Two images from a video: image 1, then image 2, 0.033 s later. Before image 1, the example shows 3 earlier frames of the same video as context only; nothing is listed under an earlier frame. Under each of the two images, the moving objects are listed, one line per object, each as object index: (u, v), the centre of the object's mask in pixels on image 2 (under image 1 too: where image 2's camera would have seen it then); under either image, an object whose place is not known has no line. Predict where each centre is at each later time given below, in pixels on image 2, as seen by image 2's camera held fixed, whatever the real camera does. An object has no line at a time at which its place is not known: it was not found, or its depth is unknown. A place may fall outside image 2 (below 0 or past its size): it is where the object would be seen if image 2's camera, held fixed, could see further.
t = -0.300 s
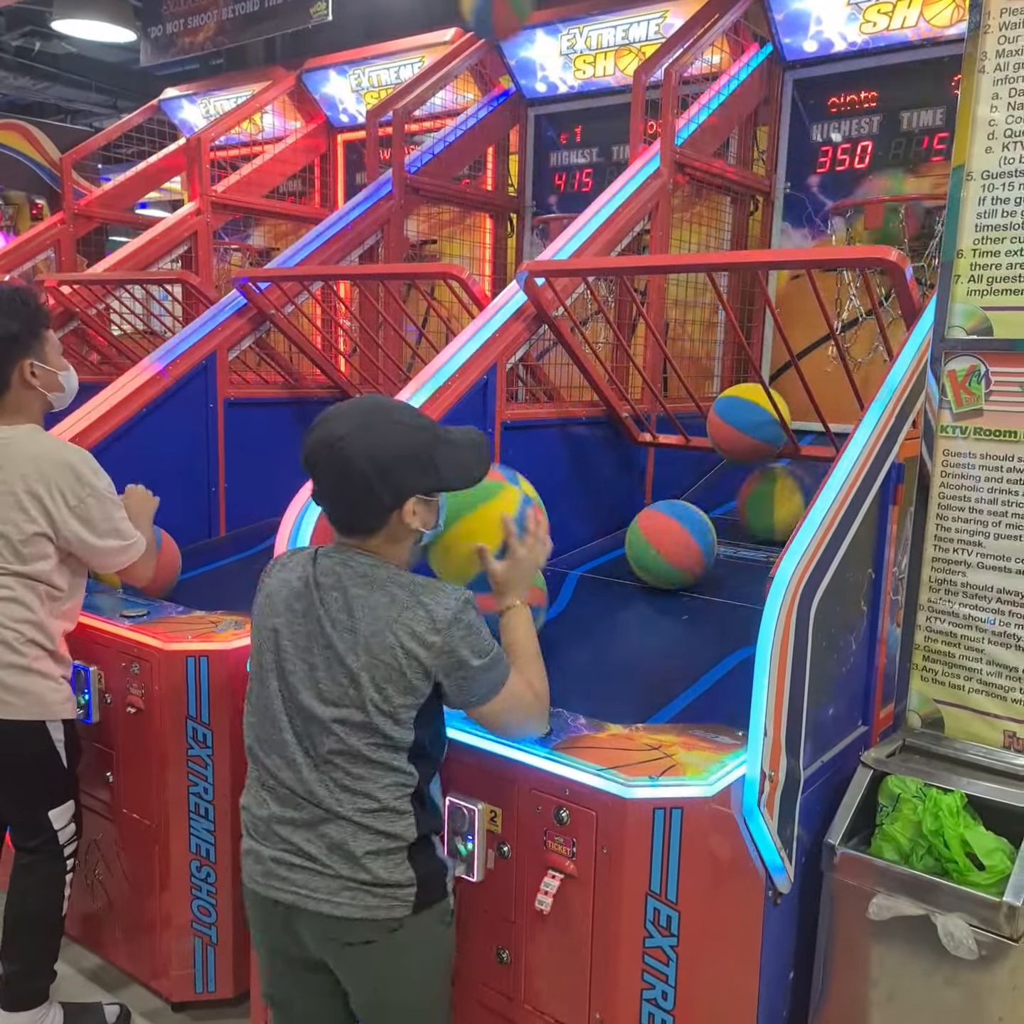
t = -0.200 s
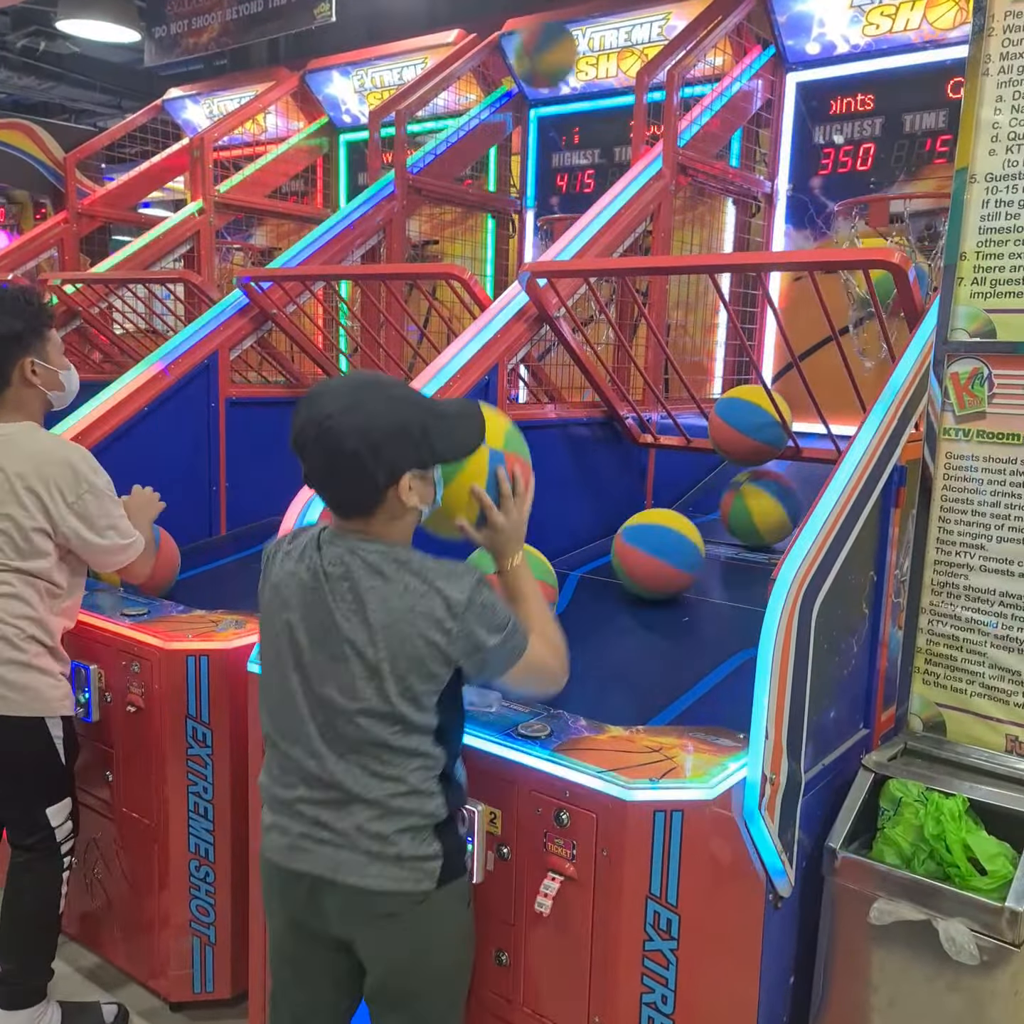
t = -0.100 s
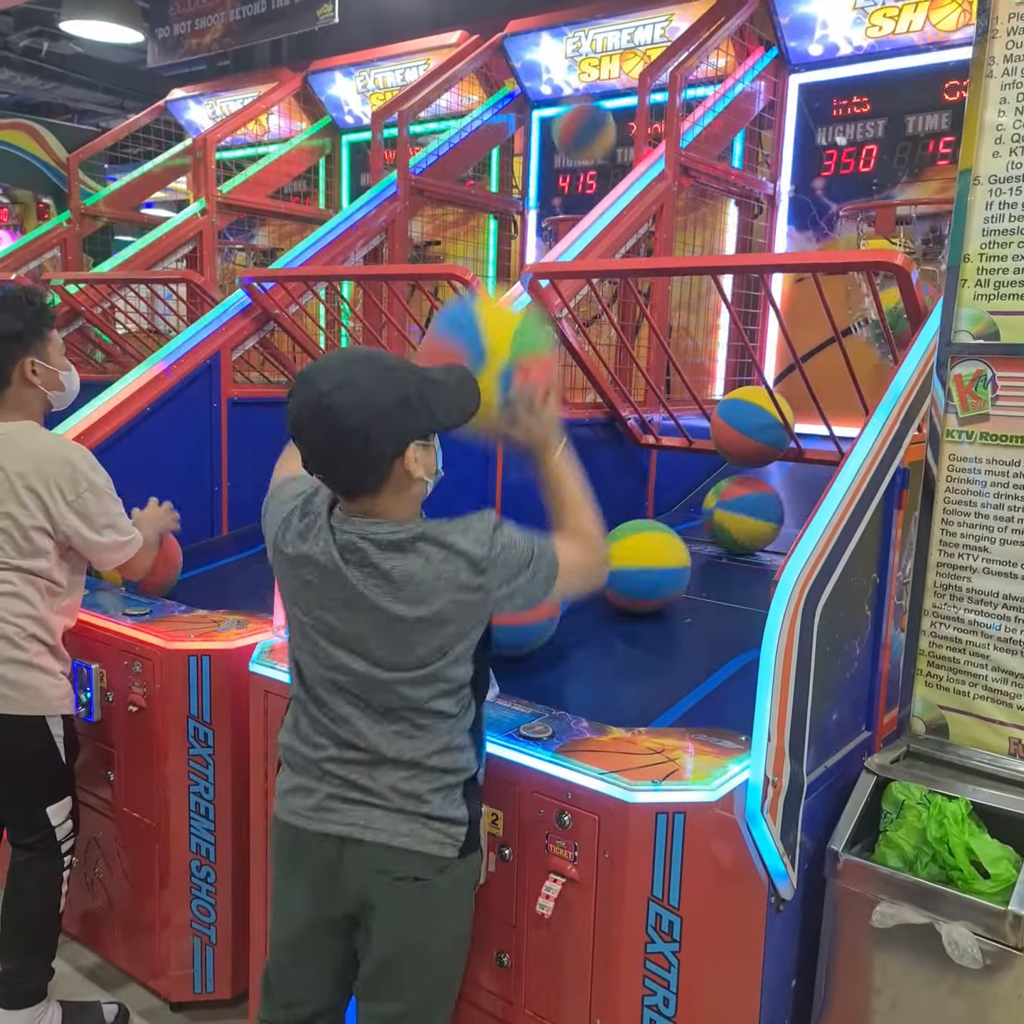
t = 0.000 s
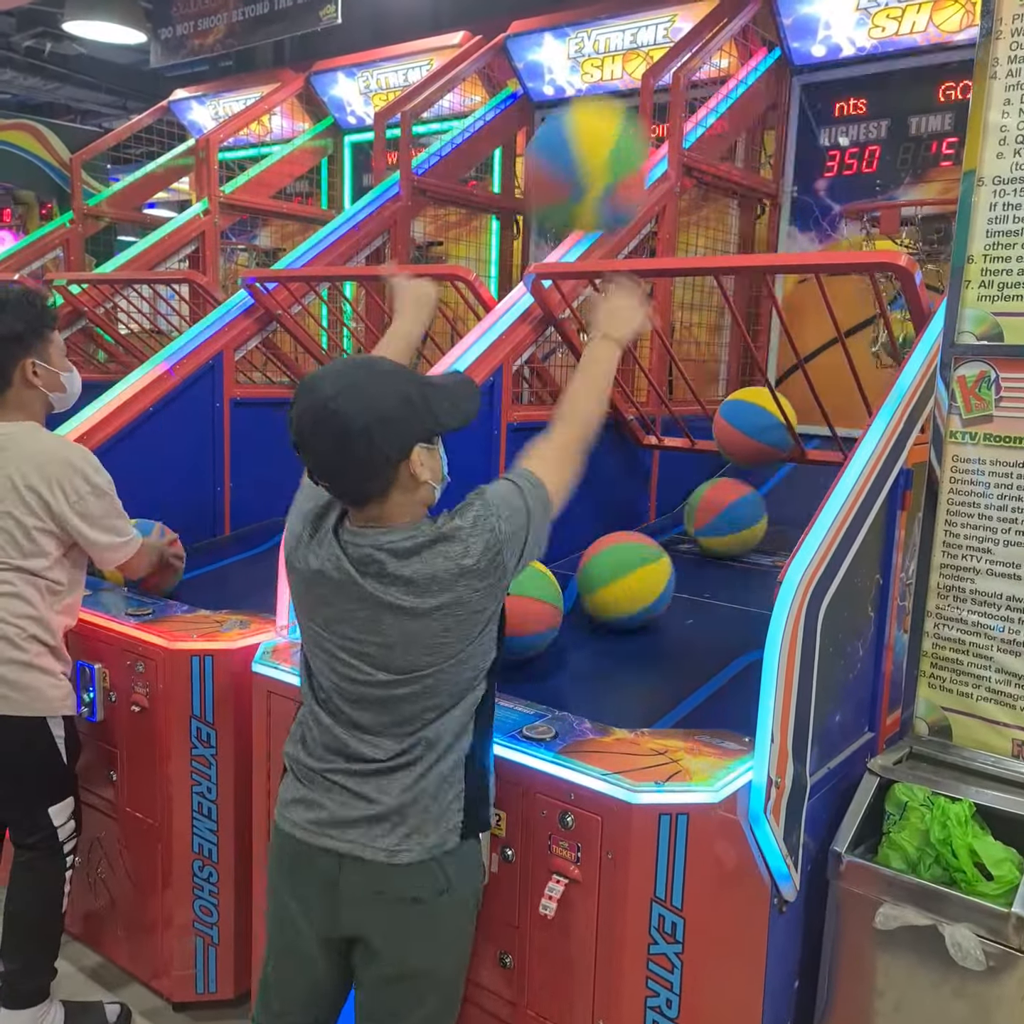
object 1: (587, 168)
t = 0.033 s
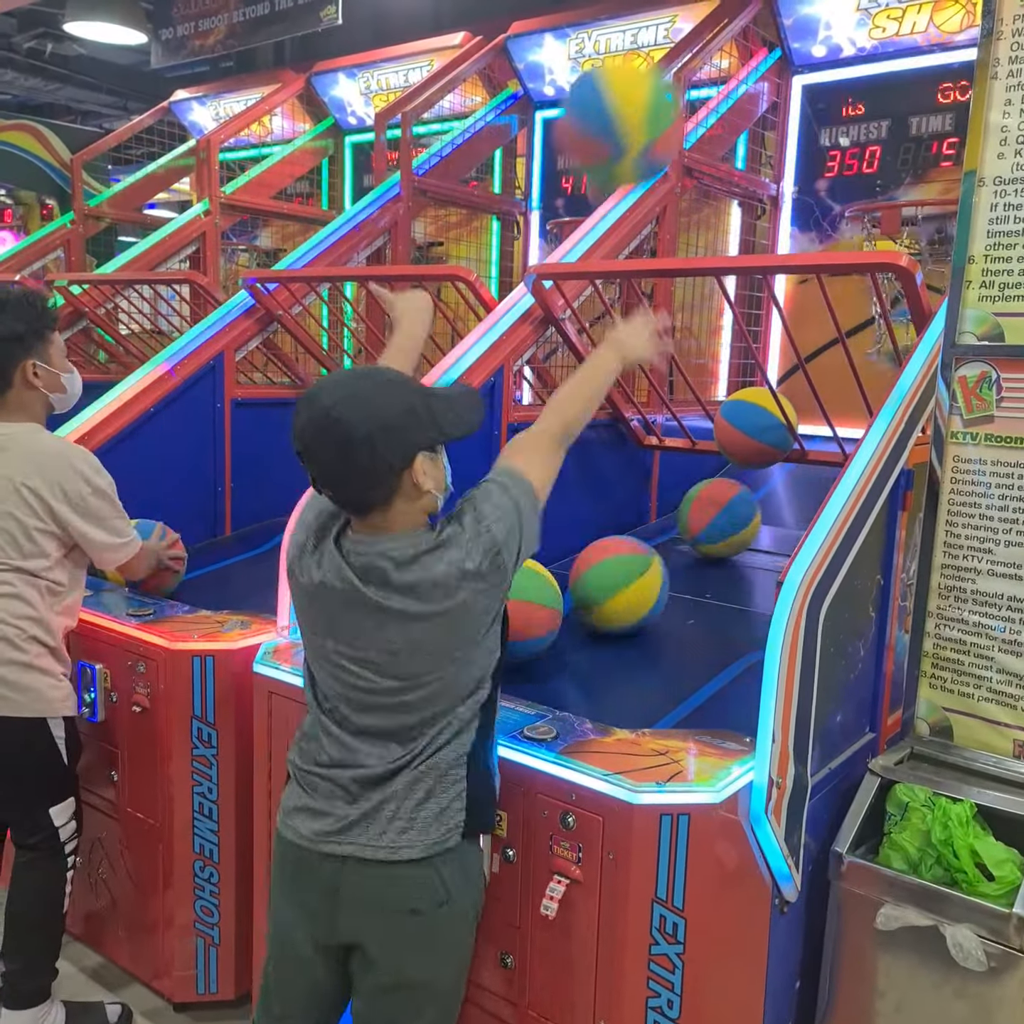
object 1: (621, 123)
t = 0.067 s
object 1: (650, 84)
